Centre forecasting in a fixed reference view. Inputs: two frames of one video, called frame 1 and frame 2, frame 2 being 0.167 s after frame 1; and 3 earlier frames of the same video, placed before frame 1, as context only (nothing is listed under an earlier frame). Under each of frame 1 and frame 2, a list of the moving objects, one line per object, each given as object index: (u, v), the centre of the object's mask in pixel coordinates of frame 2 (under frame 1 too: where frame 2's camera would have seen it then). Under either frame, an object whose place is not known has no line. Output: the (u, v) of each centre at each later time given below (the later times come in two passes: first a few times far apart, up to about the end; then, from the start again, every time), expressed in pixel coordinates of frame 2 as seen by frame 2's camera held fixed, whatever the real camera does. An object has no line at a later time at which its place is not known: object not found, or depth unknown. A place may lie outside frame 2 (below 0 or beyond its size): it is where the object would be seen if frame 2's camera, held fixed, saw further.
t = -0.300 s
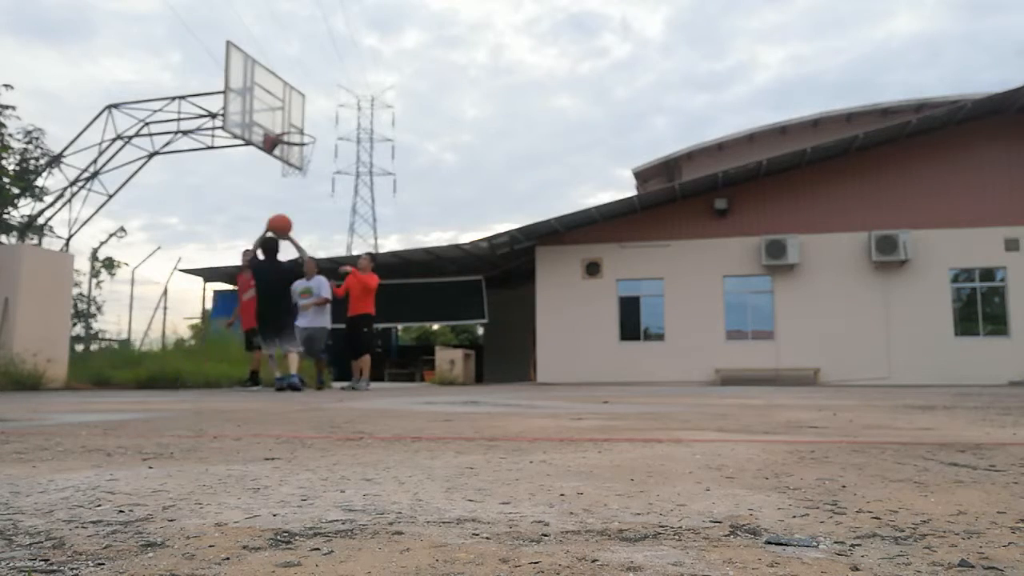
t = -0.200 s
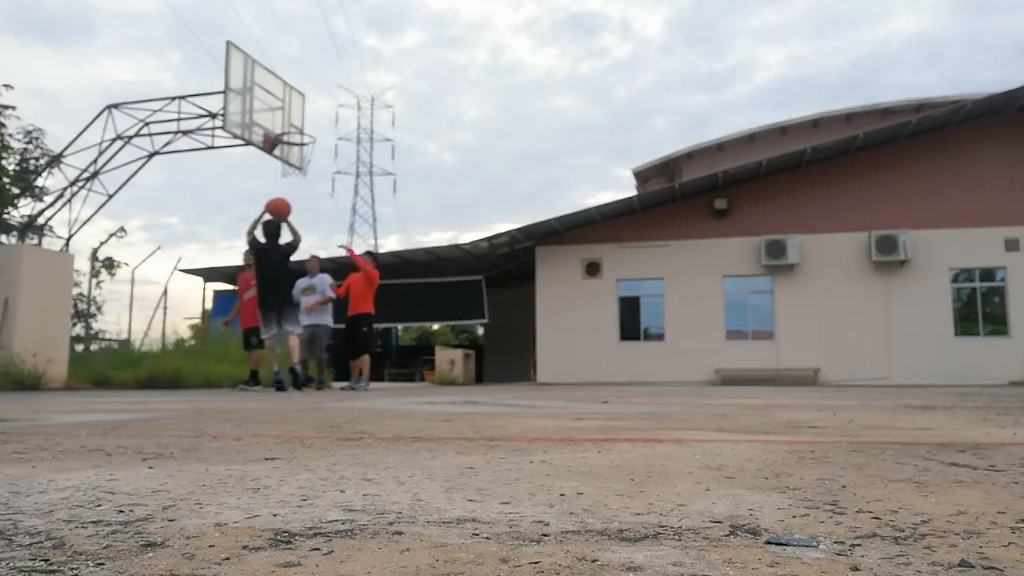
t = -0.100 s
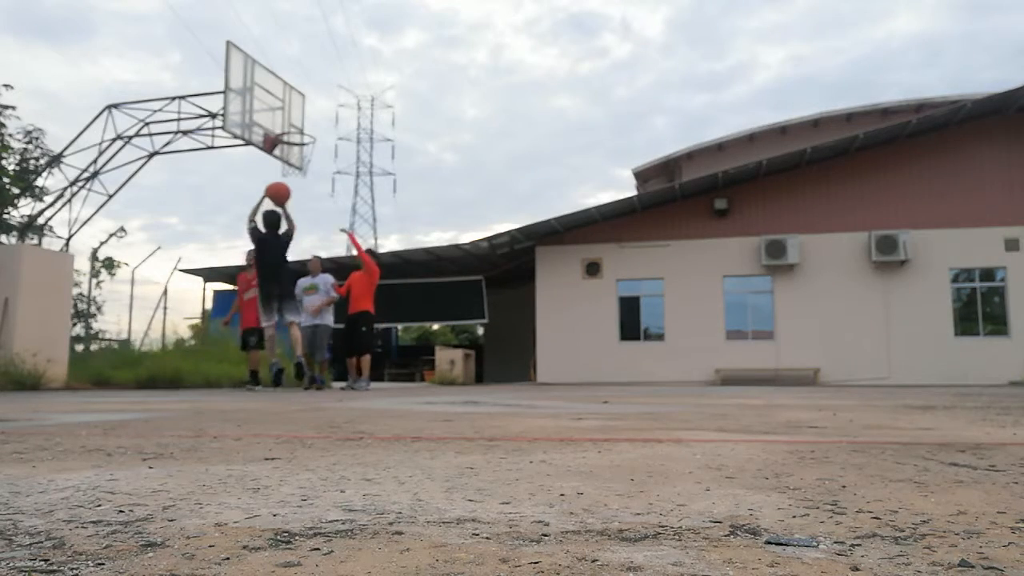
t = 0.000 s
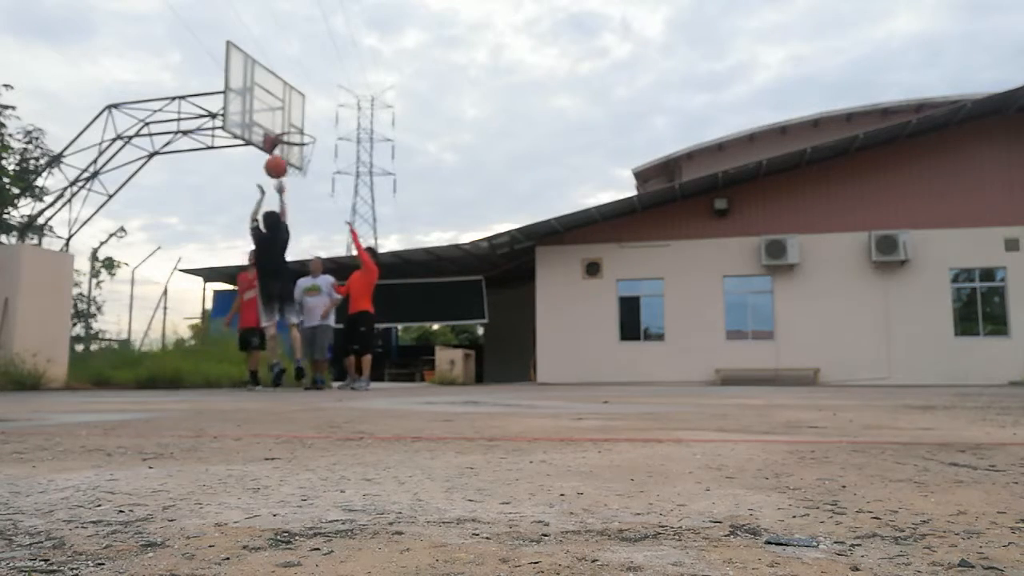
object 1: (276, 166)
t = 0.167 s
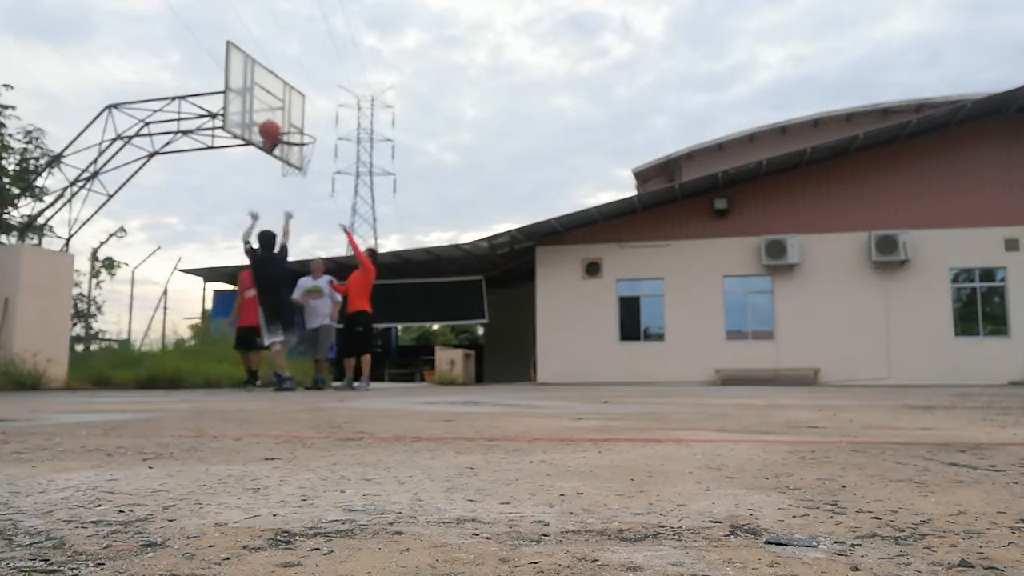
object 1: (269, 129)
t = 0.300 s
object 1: (264, 119)
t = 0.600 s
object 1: (290, 125)
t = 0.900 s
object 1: (312, 166)
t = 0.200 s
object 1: (268, 125)
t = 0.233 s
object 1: (267, 122)
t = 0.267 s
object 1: (265, 120)
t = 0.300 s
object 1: (264, 119)
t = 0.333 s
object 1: (262, 118)
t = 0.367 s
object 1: (261, 119)
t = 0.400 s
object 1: (266, 120)
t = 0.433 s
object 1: (271, 122)
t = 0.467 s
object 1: (277, 124)
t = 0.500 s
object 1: (280, 123)
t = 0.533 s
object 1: (284, 122)
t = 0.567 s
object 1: (287, 123)
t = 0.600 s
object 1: (290, 125)
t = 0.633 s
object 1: (293, 127)
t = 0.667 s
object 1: (296, 130)
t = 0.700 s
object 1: (300, 135)
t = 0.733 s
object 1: (303, 139)
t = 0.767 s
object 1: (306, 144)
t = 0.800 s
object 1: (308, 151)
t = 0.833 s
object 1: (310, 157)
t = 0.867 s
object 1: (311, 162)
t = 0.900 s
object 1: (312, 166)
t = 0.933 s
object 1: (313, 171)
